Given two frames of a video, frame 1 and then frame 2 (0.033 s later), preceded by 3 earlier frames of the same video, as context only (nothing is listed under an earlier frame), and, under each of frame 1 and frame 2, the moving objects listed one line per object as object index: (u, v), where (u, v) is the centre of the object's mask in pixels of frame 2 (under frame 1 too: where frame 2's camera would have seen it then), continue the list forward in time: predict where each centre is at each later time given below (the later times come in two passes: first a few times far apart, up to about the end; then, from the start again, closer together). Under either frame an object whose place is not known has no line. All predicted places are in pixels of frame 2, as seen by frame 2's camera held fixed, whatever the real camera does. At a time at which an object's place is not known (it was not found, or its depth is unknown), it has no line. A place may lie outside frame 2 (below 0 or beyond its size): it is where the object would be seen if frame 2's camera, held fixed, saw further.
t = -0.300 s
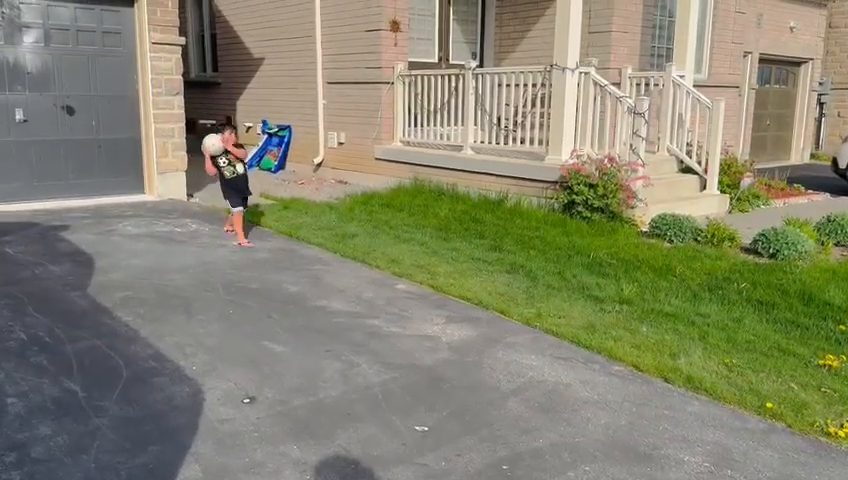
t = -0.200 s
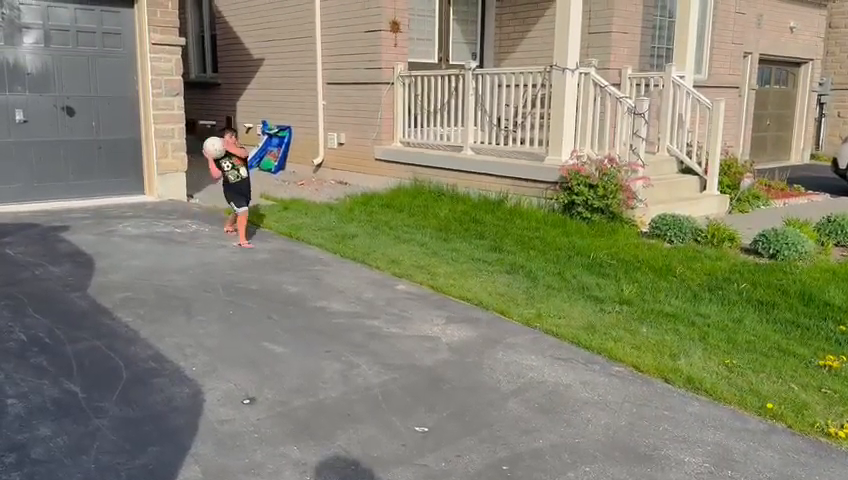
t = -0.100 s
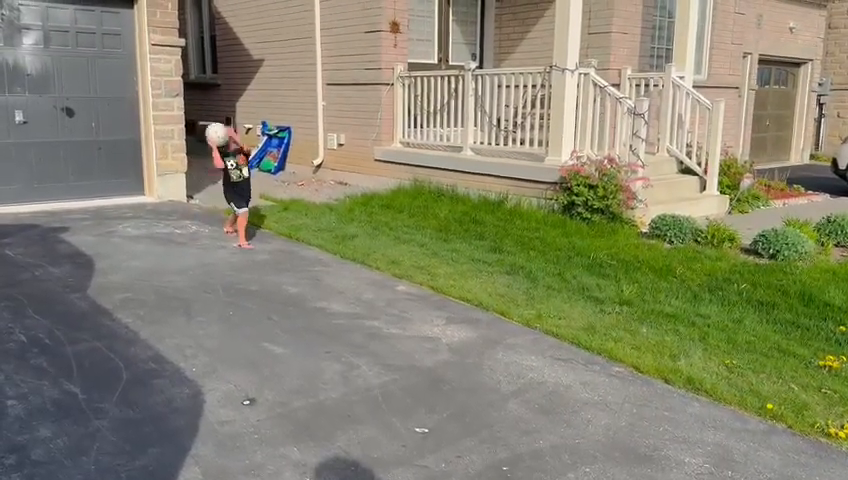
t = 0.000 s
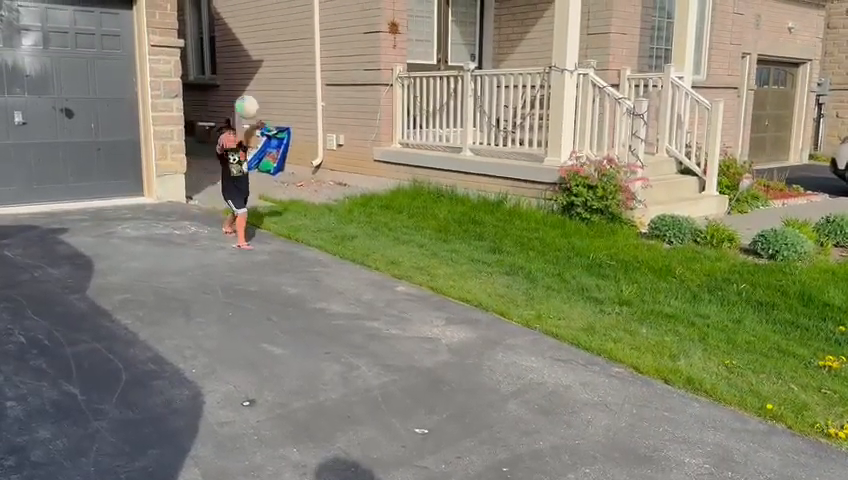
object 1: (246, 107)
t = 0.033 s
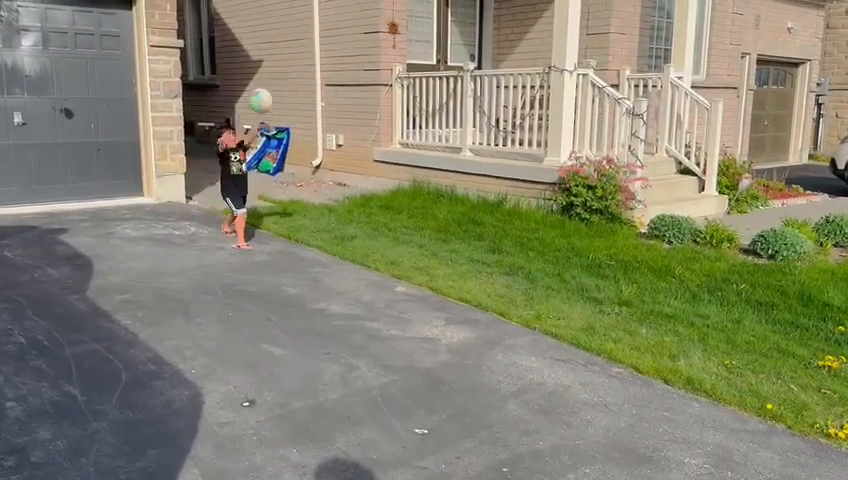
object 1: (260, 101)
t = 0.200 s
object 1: (339, 87)
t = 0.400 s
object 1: (444, 124)
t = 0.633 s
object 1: (587, 255)
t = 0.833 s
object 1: (713, 340)
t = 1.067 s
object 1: (861, 297)
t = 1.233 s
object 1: (948, 324)
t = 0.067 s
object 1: (275, 95)
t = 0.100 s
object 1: (289, 91)
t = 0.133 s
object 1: (306, 88)
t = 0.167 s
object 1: (323, 87)
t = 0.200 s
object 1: (339, 87)
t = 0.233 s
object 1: (356, 89)
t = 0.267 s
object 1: (373, 92)
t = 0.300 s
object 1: (391, 97)
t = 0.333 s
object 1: (409, 105)
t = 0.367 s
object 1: (427, 113)
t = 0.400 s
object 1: (444, 124)
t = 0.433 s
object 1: (463, 136)
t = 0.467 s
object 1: (482, 151)
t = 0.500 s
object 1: (503, 167)
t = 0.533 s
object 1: (524, 184)
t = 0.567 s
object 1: (545, 207)
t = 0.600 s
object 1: (565, 230)
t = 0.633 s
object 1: (587, 255)
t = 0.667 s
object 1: (608, 283)
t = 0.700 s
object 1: (630, 313)
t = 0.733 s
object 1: (653, 345)
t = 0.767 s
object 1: (672, 369)
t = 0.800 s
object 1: (693, 354)
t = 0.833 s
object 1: (713, 340)
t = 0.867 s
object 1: (734, 327)
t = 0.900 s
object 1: (755, 316)
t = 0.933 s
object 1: (777, 308)
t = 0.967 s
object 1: (798, 302)
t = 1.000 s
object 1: (820, 298)
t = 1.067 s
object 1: (861, 297)
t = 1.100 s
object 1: (881, 299)
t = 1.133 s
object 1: (900, 303)
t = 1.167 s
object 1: (919, 308)
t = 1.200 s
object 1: (935, 315)
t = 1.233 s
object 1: (948, 324)
